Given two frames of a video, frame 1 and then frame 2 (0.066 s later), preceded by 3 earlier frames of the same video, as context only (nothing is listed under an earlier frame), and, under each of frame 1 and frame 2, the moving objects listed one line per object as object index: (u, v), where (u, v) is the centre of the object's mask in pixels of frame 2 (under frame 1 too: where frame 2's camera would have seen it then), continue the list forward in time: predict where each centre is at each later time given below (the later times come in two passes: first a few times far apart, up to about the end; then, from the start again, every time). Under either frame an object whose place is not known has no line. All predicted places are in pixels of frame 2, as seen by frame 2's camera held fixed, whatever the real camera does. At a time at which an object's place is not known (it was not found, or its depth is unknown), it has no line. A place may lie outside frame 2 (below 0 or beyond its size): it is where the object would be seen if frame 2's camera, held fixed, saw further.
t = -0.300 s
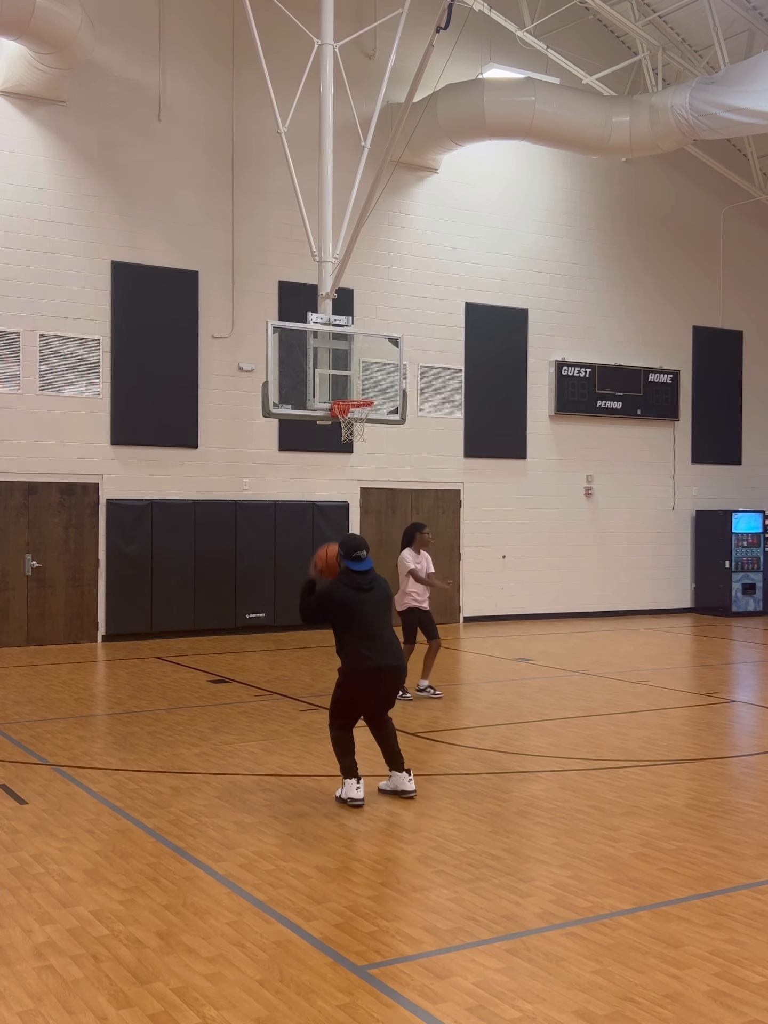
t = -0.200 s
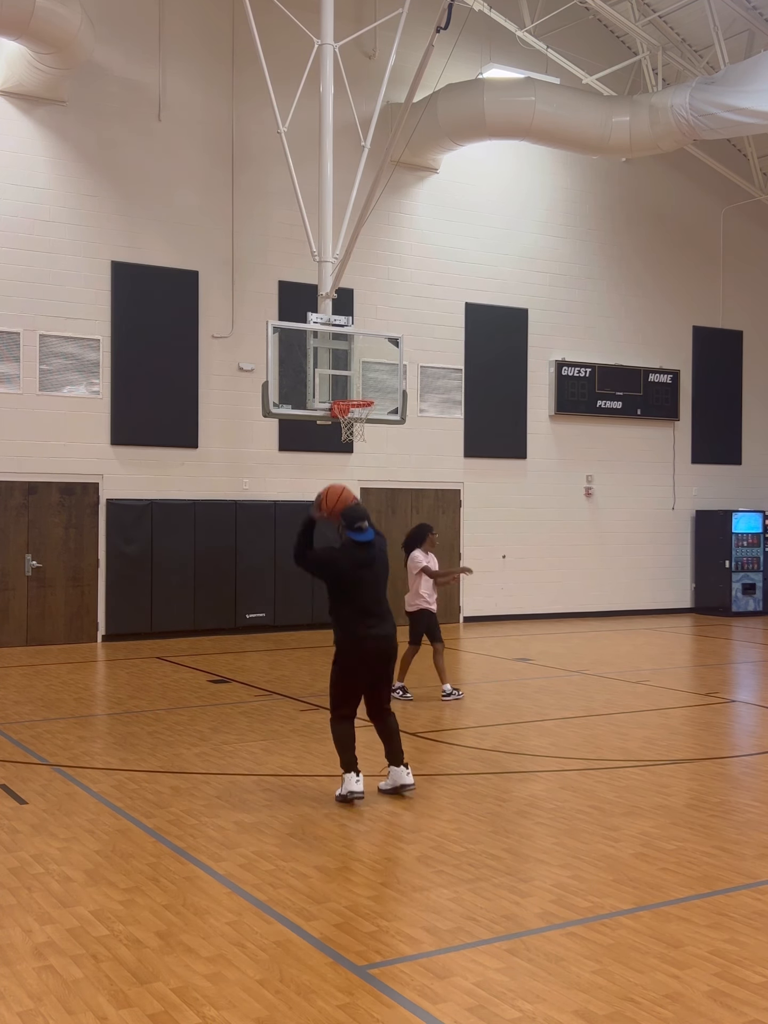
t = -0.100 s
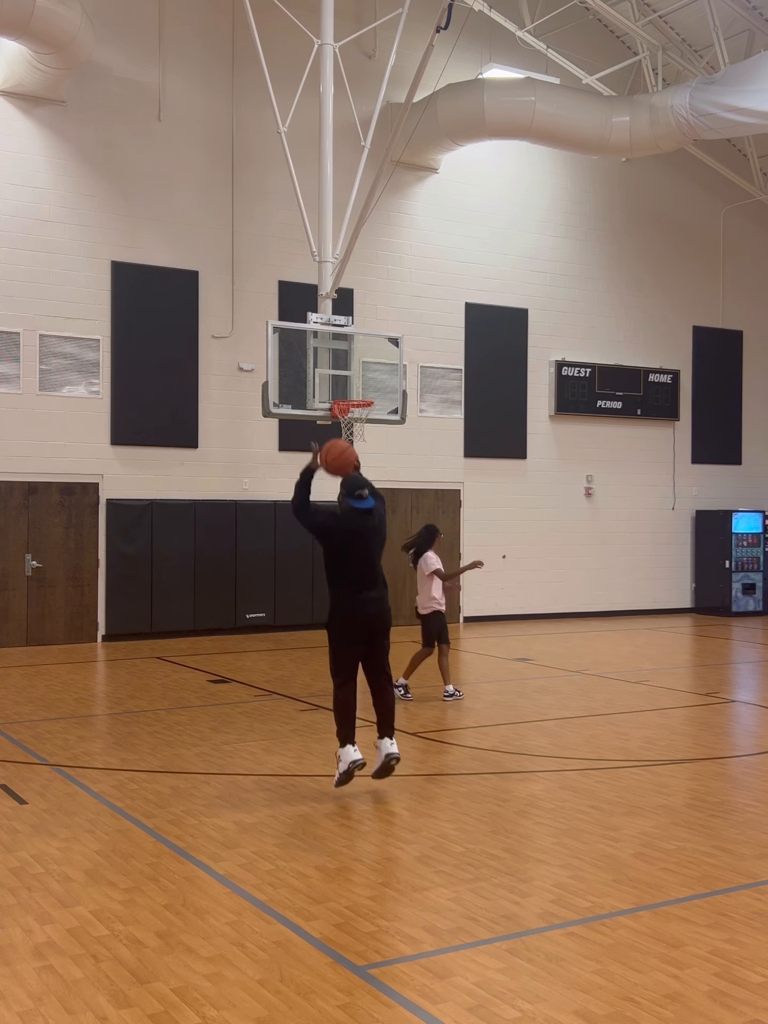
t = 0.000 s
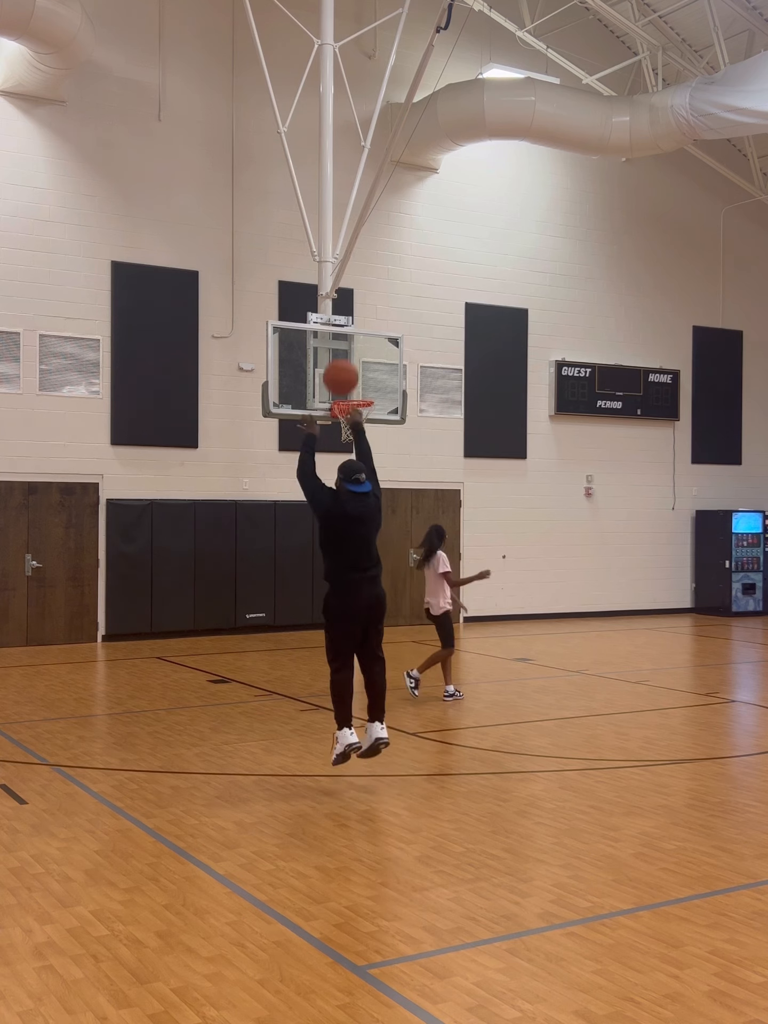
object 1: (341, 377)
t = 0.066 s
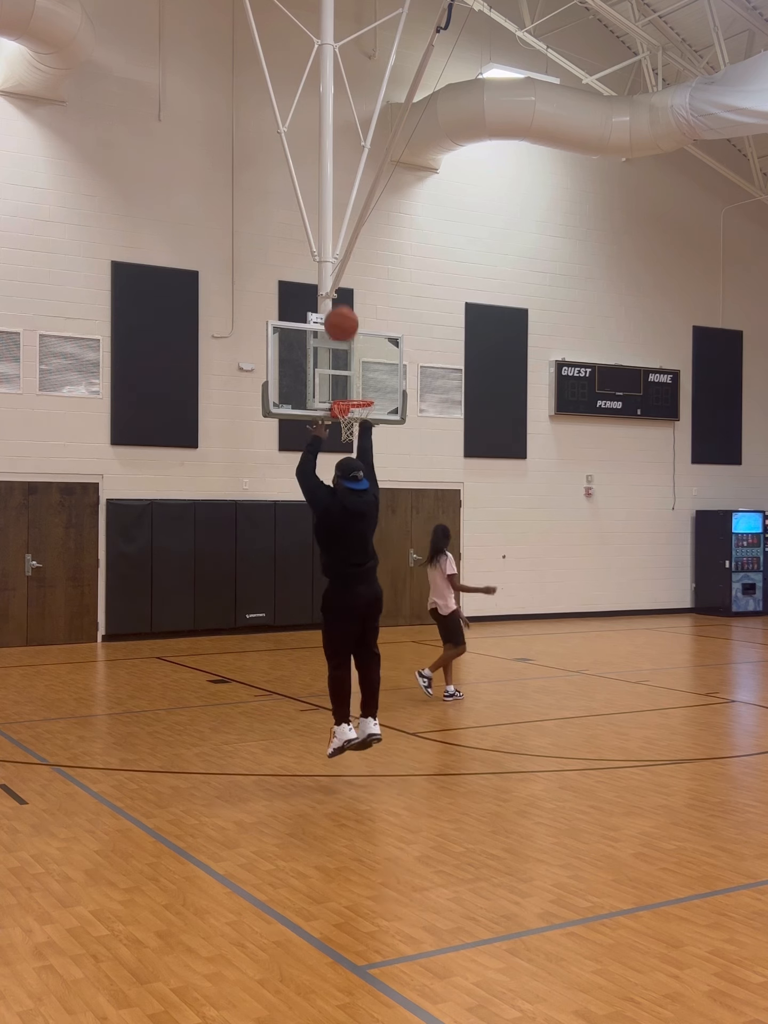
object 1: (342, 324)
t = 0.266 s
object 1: (342, 226)
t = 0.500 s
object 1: (344, 181)
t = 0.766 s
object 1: (346, 209)
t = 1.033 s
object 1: (347, 294)
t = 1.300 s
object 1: (350, 416)
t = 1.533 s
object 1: (357, 472)
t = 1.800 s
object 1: (368, 577)
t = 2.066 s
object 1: (381, 590)
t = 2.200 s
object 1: (387, 552)
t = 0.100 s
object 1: (342, 301)
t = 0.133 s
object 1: (342, 291)
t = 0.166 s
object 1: (342, 271)
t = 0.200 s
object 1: (342, 254)
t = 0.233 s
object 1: (342, 239)
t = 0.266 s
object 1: (342, 226)
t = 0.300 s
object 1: (342, 215)
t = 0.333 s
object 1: (343, 205)
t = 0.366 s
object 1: (343, 197)
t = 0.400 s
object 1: (343, 191)
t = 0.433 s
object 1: (343, 186)
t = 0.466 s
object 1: (344, 183)
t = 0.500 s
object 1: (344, 181)
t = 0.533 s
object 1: (344, 181)
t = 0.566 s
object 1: (345, 182)
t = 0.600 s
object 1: (345, 184)
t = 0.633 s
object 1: (345, 187)
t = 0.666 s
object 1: (345, 191)
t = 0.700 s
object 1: (345, 196)
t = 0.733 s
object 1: (345, 202)
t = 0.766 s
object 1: (346, 209)
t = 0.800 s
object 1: (346, 217)
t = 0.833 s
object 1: (346, 225)
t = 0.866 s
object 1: (346, 235)
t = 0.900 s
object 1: (346, 245)
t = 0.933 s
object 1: (346, 256)
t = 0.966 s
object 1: (347, 268)
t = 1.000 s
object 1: (347, 281)
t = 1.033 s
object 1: (347, 294)
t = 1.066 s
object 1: (347, 307)
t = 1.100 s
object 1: (347, 321)
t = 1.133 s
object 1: (347, 337)
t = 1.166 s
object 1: (347, 352)
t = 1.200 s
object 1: (347, 368)
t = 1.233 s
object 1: (347, 384)
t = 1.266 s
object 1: (348, 397)
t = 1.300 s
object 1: (350, 416)
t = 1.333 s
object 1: (349, 427)
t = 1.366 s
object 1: (350, 432)
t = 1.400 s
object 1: (352, 438)
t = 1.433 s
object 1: (353, 446)
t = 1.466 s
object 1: (354, 454)
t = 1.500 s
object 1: (356, 463)
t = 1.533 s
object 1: (357, 472)
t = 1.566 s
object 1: (359, 483)
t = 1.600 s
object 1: (360, 494)
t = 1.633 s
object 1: (361, 506)
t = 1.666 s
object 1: (362, 519)
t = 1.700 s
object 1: (364, 532)
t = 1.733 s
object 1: (365, 547)
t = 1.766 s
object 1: (366, 562)
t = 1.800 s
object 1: (368, 577)
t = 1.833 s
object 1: (369, 594)
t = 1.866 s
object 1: (370, 611)
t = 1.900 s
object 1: (371, 629)
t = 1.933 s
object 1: (372, 644)
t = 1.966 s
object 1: (374, 628)
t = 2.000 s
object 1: (377, 614)
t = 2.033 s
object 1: (378, 602)
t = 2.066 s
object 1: (381, 590)
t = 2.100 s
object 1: (382, 580)
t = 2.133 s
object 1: (384, 569)
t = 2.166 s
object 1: (386, 560)
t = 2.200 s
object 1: (387, 552)
